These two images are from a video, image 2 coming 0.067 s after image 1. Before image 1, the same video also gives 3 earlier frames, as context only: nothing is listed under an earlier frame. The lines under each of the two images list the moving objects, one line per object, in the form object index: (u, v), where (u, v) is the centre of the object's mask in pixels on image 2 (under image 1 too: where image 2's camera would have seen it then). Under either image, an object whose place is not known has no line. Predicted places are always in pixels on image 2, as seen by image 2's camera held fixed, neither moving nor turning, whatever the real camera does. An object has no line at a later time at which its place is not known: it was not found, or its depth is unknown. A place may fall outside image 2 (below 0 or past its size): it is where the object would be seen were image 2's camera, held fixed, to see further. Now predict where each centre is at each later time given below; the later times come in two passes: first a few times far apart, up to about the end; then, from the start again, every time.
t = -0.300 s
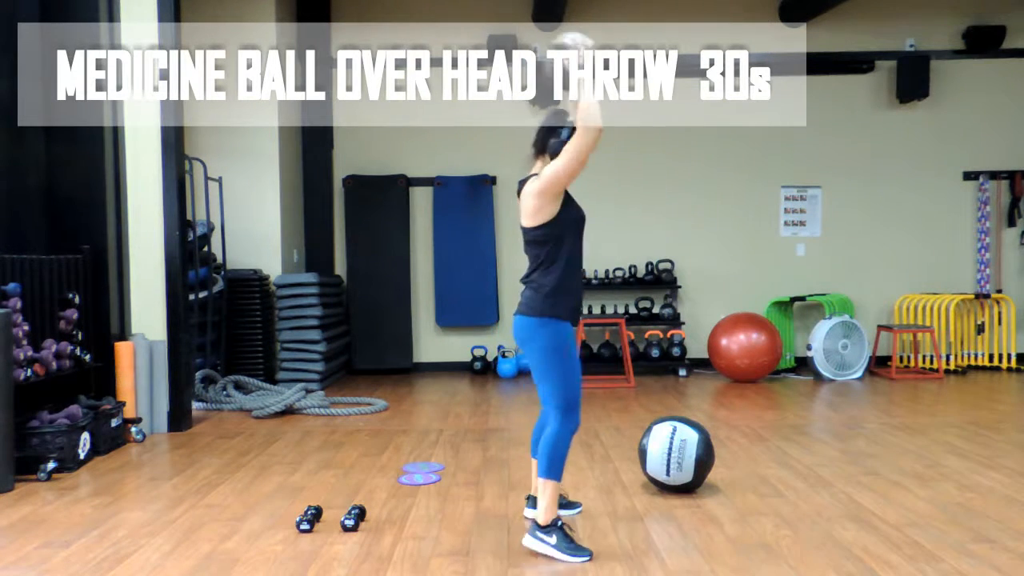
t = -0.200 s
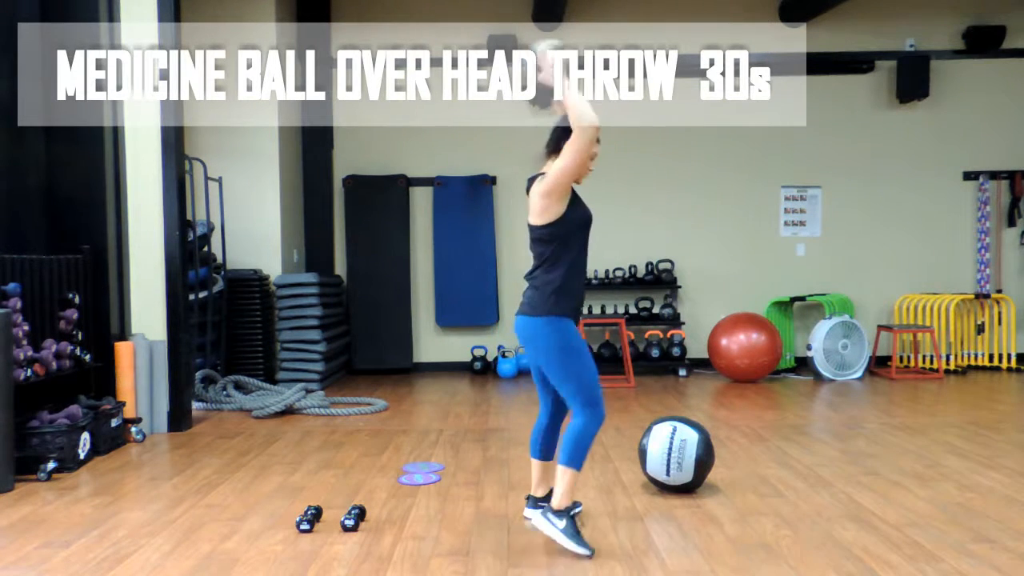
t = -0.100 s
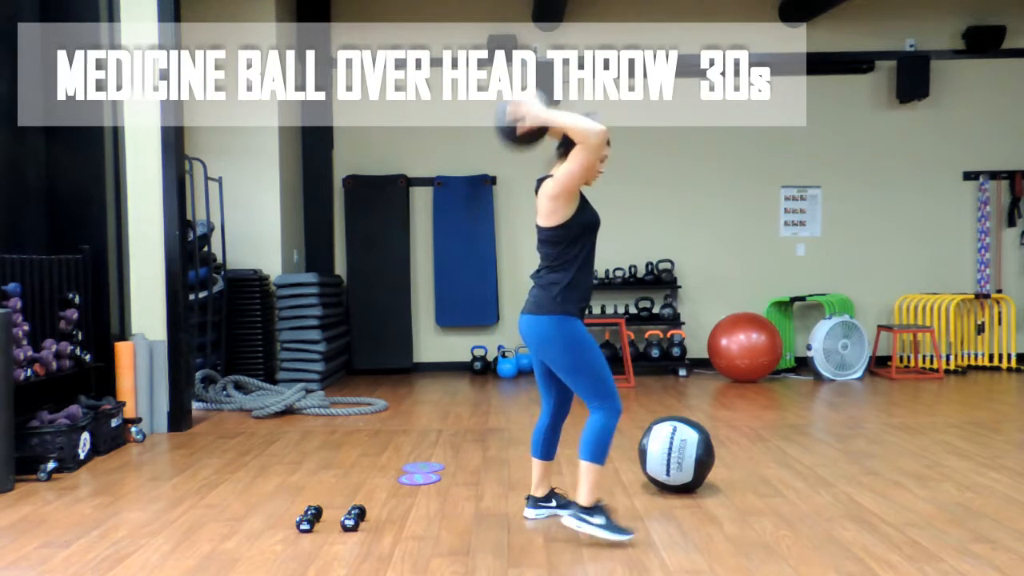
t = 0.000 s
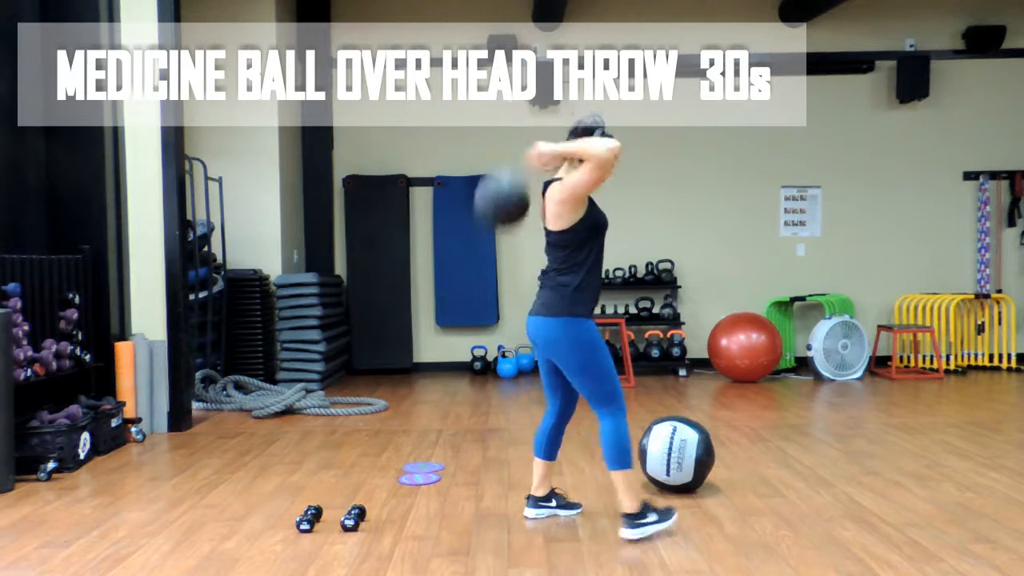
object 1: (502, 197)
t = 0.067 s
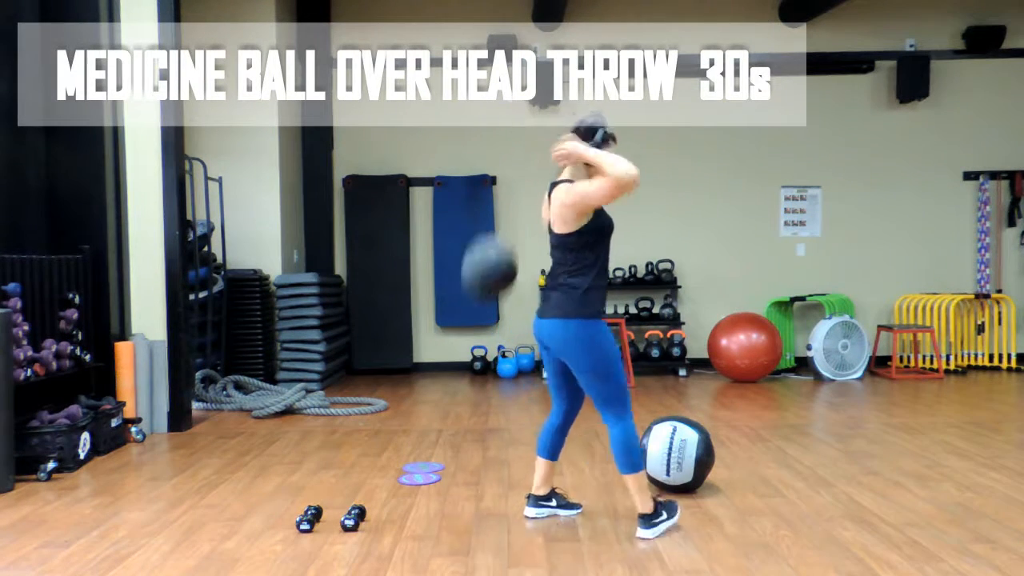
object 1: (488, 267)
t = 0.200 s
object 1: (465, 436)
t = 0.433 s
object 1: (444, 493)
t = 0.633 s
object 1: (438, 494)
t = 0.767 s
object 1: (438, 494)
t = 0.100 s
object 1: (482, 304)
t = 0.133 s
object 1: (476, 345)
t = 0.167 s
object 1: (471, 388)
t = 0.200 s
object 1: (465, 436)
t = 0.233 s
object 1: (459, 487)
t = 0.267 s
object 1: (455, 503)
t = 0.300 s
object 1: (453, 496)
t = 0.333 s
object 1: (451, 491)
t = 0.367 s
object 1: (448, 489)
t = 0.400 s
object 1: (446, 490)
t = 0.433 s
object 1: (444, 493)
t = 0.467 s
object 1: (442, 496)
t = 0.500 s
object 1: (441, 495)
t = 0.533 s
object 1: (440, 495)
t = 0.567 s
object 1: (439, 495)
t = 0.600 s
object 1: (438, 494)
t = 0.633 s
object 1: (438, 494)
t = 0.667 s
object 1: (438, 494)
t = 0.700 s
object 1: (438, 494)
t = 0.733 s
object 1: (438, 494)
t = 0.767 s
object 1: (438, 494)
